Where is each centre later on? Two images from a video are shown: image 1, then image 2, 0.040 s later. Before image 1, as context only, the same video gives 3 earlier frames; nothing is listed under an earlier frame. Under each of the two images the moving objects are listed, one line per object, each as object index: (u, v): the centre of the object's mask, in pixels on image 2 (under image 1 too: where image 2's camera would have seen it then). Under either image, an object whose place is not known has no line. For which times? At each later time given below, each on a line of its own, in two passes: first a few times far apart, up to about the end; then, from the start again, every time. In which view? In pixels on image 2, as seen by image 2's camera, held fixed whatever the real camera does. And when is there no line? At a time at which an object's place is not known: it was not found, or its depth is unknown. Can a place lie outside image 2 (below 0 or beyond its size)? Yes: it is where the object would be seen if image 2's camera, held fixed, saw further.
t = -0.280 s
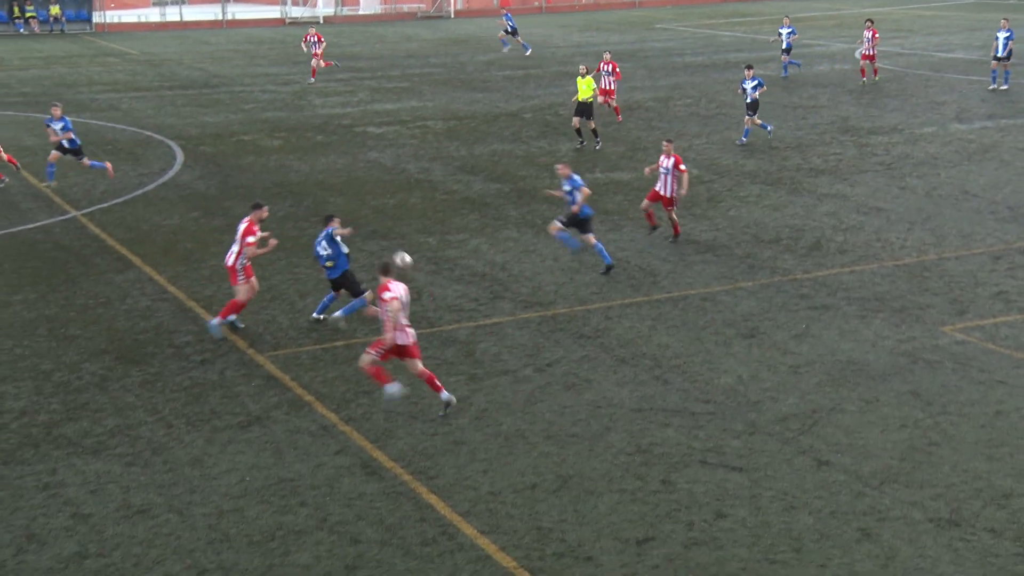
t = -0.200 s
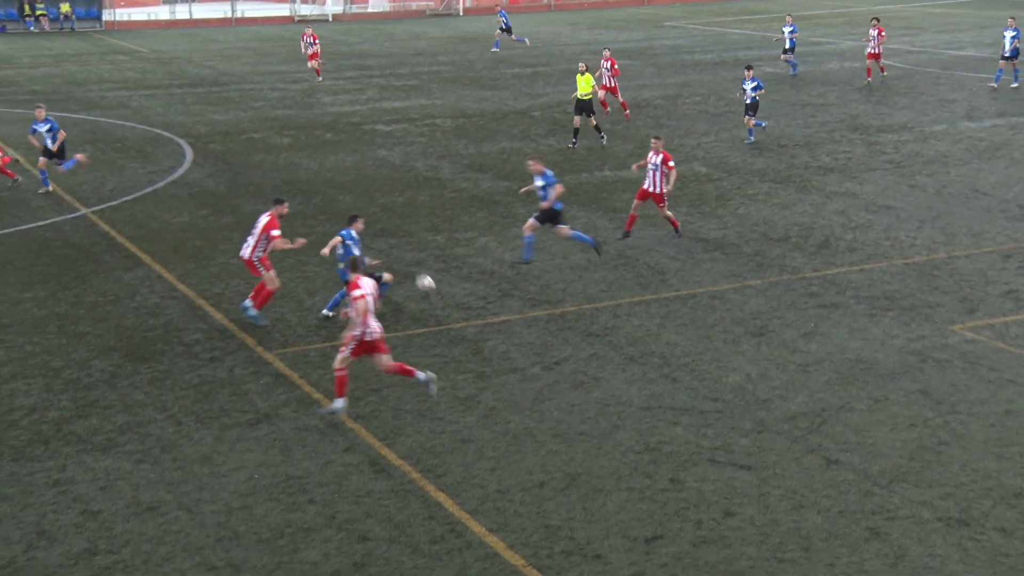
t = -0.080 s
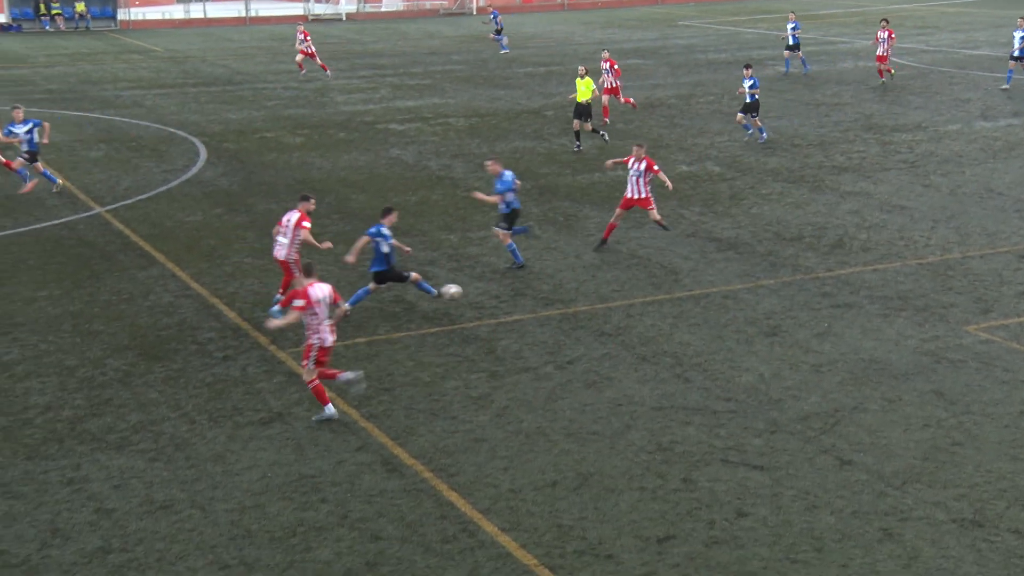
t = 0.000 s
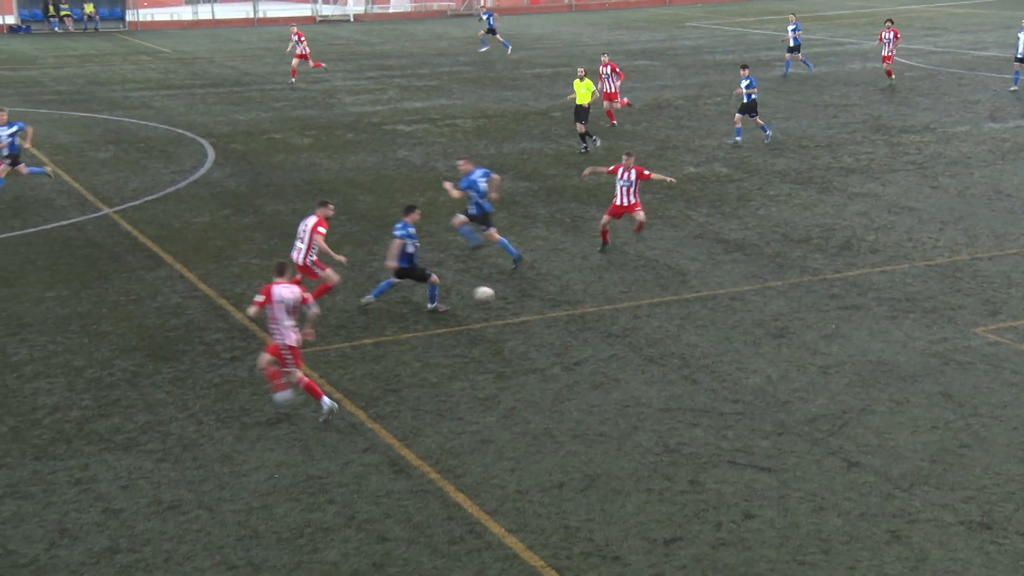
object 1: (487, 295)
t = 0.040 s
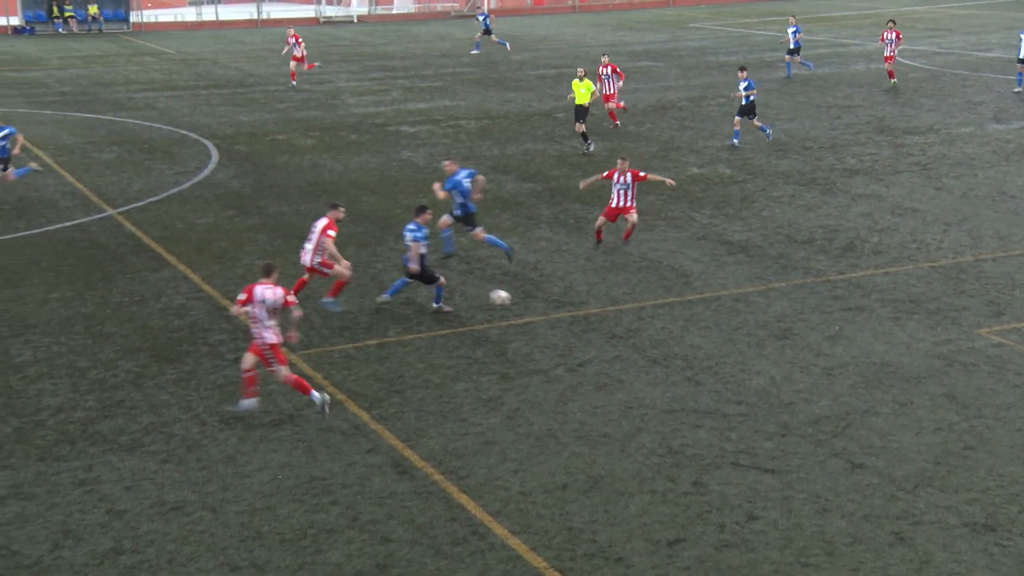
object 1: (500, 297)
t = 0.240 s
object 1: (566, 328)
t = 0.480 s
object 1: (626, 331)
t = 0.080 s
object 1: (513, 301)
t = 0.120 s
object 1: (526, 305)
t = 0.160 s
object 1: (539, 311)
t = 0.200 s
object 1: (553, 319)
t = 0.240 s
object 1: (566, 328)
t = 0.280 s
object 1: (576, 326)
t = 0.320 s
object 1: (586, 324)
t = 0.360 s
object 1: (596, 324)
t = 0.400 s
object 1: (606, 325)
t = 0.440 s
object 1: (616, 328)
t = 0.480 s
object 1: (626, 331)
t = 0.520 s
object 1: (636, 335)
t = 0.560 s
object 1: (646, 340)
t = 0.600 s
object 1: (655, 338)
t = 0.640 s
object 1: (663, 338)
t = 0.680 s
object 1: (672, 339)
